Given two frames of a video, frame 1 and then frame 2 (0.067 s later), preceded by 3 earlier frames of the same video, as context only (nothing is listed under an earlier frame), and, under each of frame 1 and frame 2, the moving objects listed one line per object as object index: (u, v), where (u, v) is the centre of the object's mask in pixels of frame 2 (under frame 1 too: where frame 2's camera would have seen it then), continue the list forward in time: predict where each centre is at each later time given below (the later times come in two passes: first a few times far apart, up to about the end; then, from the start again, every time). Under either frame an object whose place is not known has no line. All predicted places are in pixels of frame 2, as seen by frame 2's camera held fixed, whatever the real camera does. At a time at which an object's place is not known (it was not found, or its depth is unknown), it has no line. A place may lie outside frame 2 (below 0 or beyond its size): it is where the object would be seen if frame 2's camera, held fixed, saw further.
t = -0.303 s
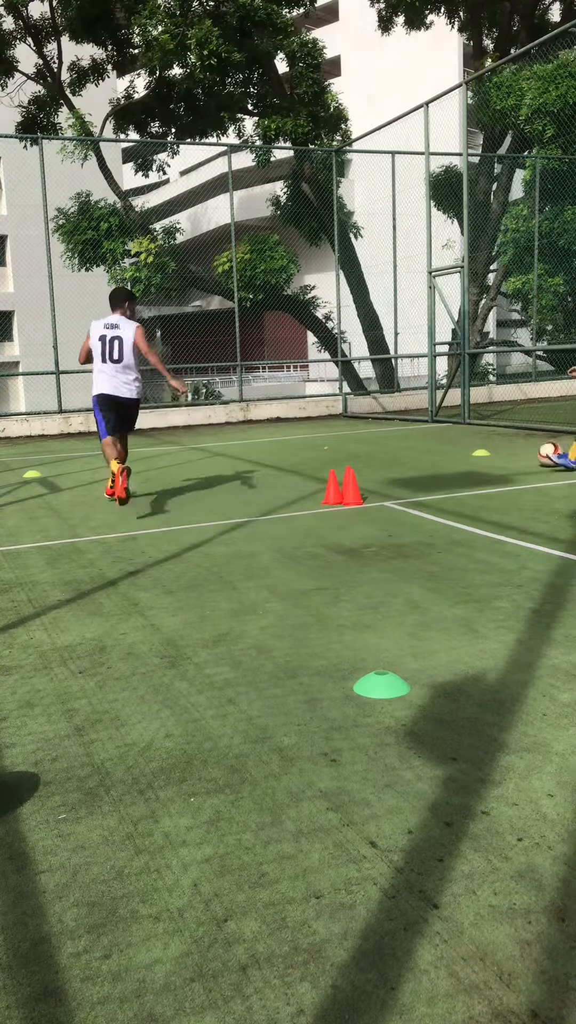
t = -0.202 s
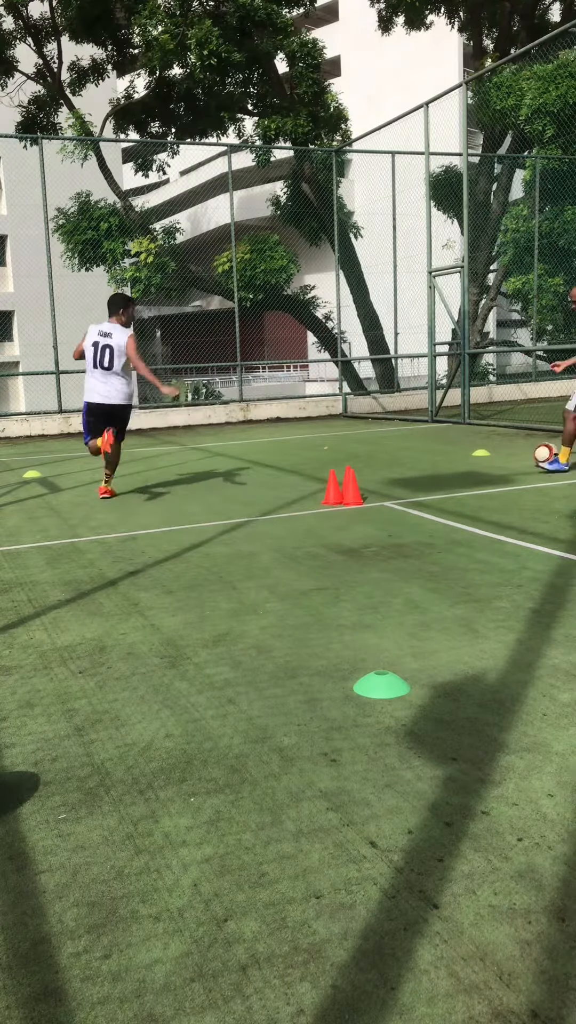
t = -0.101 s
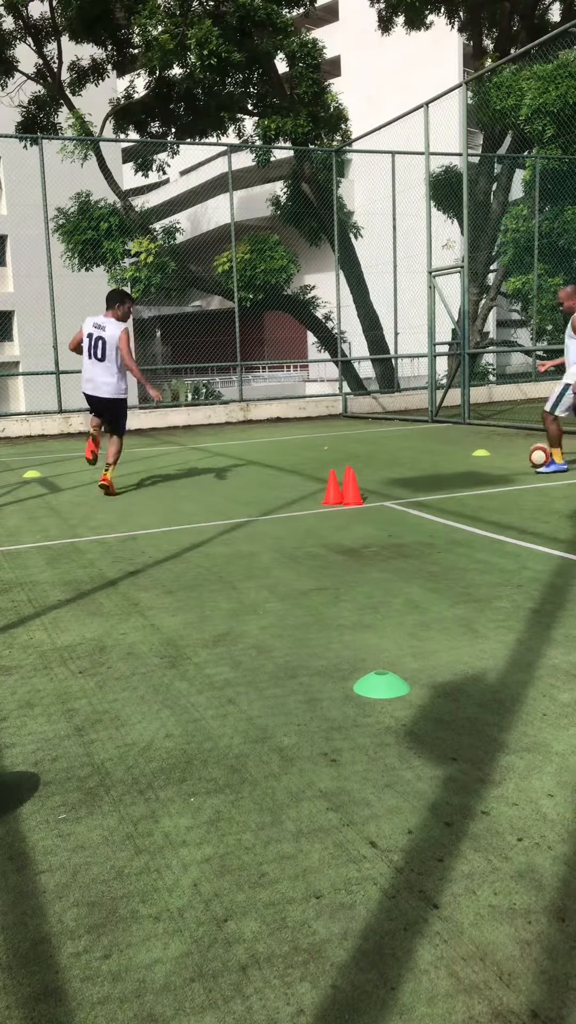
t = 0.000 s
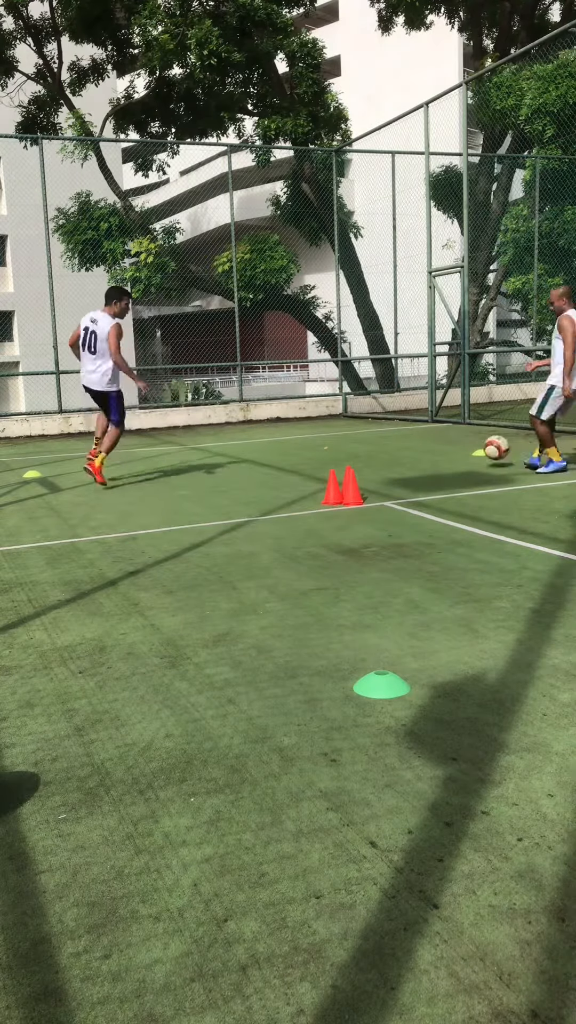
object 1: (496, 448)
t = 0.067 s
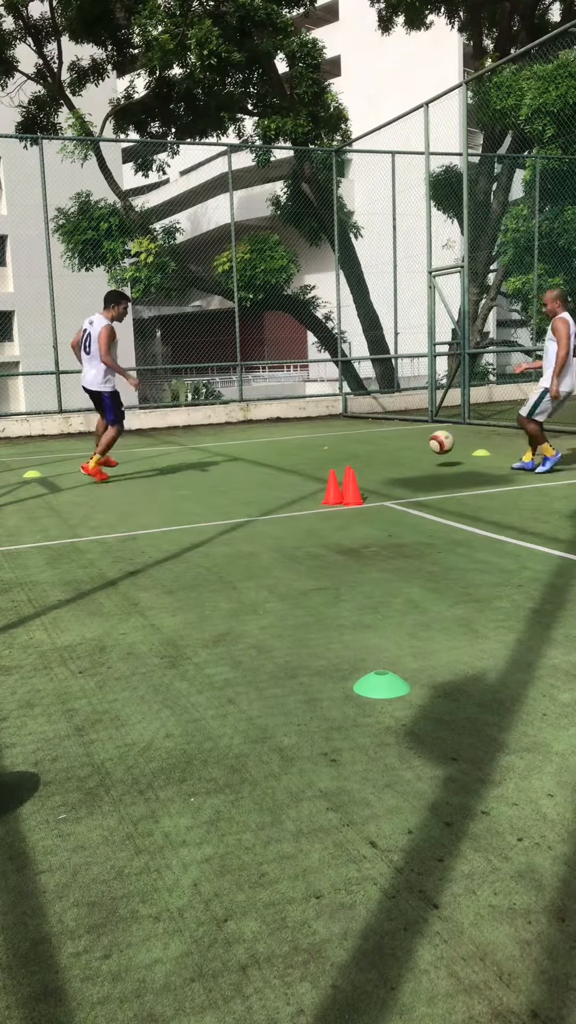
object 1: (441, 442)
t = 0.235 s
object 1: (315, 451)
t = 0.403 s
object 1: (226, 448)
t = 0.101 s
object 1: (415, 441)
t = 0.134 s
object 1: (389, 442)
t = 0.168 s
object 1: (363, 444)
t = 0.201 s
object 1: (339, 447)
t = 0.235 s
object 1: (315, 451)
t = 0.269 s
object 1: (292, 456)
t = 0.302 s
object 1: (273, 457)
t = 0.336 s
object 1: (257, 452)
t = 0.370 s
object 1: (241, 449)
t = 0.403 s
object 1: (226, 448)
